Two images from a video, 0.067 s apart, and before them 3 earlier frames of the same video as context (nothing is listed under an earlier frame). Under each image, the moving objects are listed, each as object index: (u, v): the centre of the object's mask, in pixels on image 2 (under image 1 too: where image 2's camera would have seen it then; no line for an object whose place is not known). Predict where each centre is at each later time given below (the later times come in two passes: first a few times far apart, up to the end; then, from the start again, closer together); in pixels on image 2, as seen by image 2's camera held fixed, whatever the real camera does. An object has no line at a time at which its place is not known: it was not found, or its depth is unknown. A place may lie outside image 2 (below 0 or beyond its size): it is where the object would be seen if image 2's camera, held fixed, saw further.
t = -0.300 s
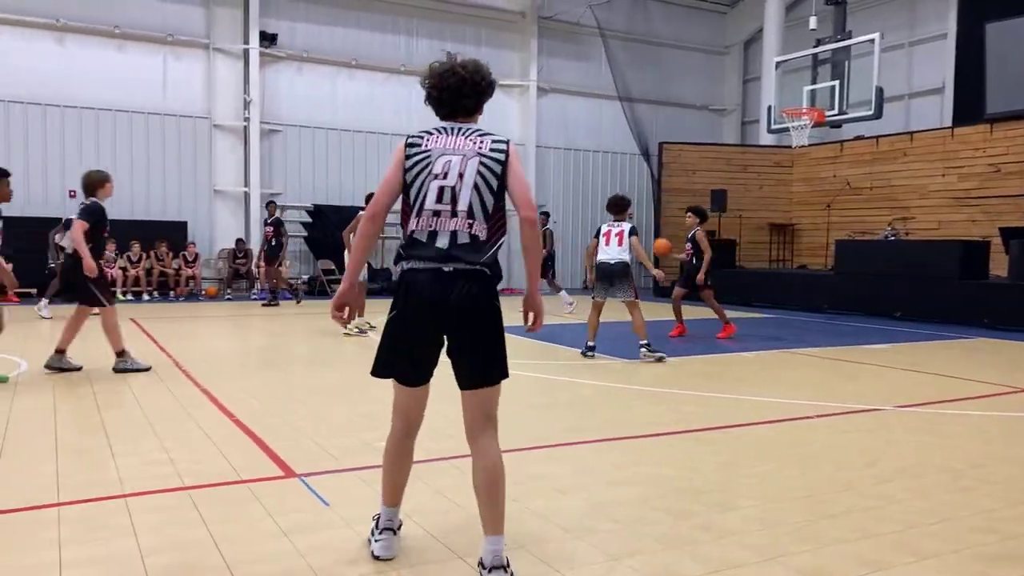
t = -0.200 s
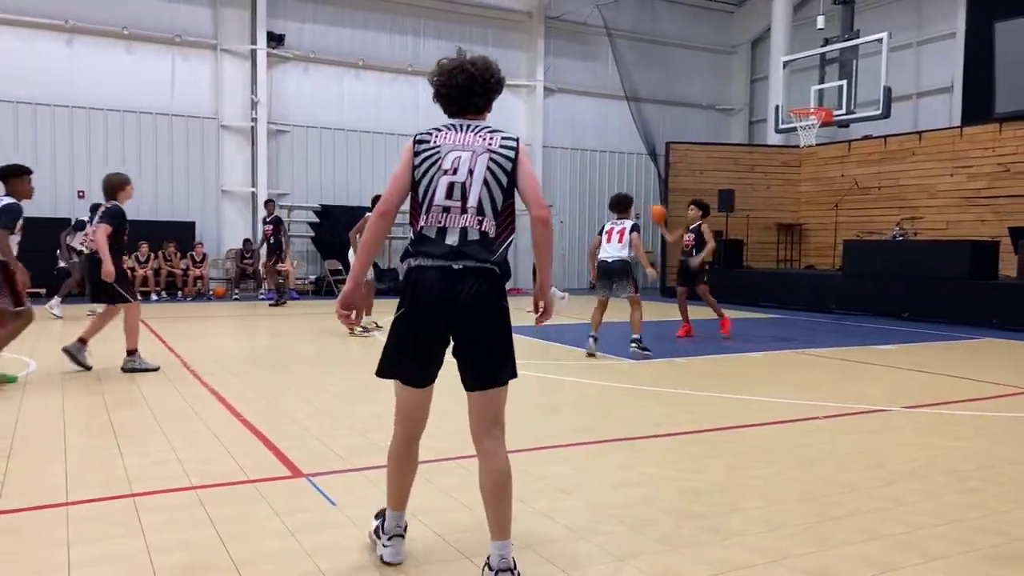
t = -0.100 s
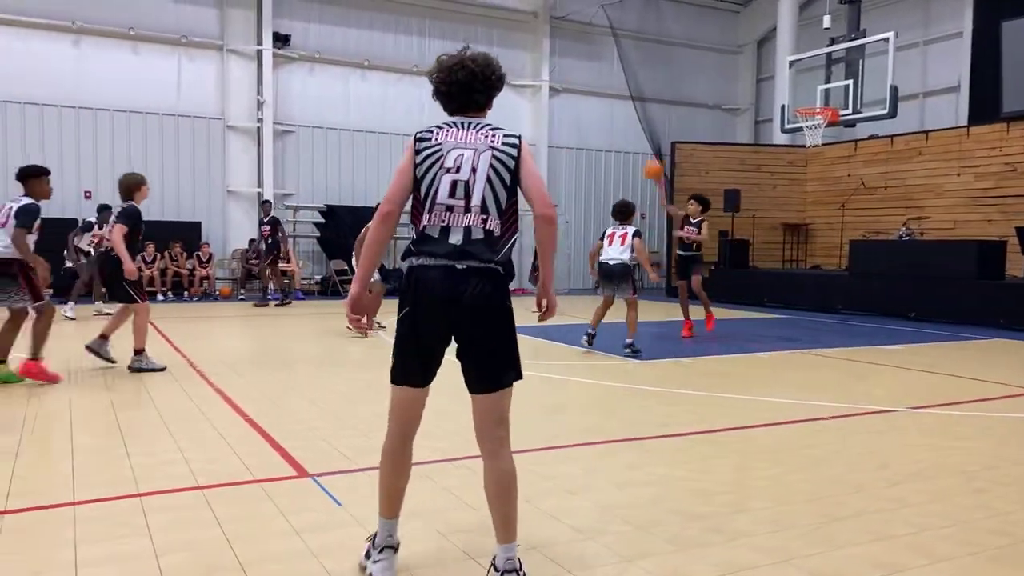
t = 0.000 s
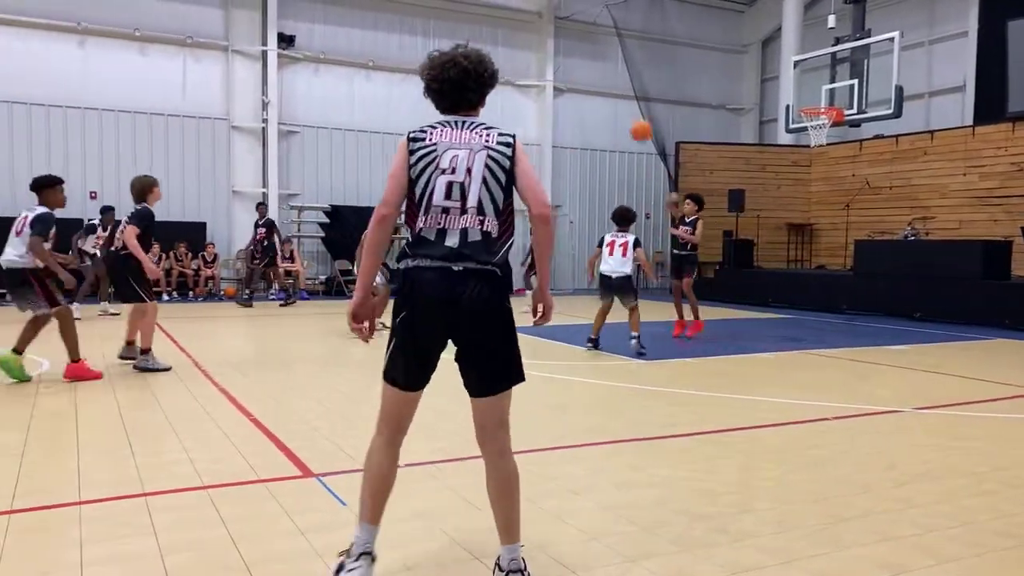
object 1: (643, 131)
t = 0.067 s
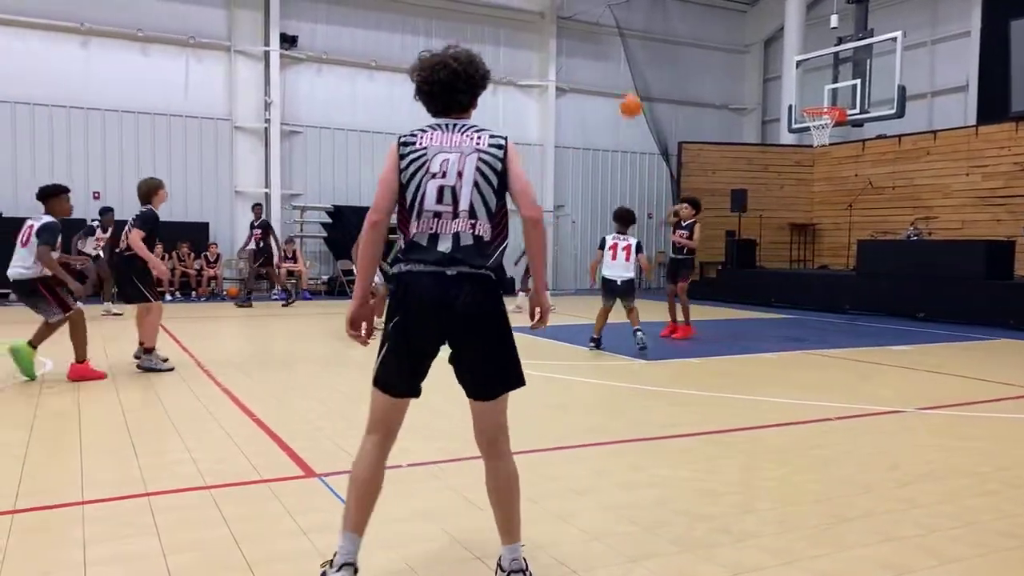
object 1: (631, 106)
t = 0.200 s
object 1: (600, 59)
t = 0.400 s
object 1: (536, 9)
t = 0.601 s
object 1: (440, 5)
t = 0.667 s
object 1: (394, 10)
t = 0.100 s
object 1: (624, 93)
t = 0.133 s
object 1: (616, 82)
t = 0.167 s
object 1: (608, 71)
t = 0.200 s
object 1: (600, 59)
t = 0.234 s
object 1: (590, 49)
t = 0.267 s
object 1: (581, 39)
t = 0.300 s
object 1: (571, 31)
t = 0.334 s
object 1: (560, 22)
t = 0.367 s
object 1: (549, 15)
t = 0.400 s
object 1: (536, 9)
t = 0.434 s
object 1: (522, 9)
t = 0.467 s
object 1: (508, 7)
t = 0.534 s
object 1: (476, 4)
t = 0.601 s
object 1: (440, 5)
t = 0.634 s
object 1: (418, 6)
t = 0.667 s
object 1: (394, 10)
